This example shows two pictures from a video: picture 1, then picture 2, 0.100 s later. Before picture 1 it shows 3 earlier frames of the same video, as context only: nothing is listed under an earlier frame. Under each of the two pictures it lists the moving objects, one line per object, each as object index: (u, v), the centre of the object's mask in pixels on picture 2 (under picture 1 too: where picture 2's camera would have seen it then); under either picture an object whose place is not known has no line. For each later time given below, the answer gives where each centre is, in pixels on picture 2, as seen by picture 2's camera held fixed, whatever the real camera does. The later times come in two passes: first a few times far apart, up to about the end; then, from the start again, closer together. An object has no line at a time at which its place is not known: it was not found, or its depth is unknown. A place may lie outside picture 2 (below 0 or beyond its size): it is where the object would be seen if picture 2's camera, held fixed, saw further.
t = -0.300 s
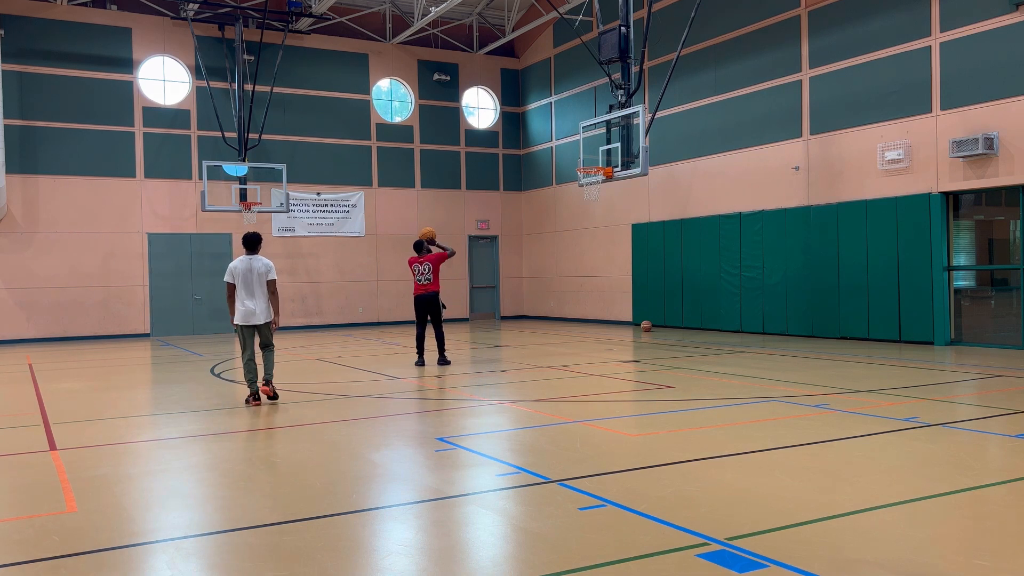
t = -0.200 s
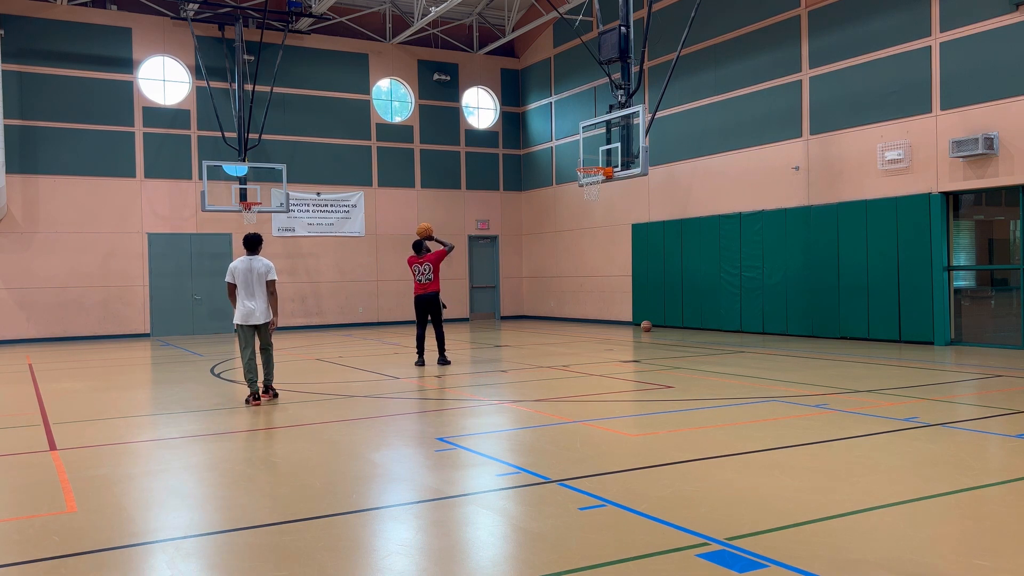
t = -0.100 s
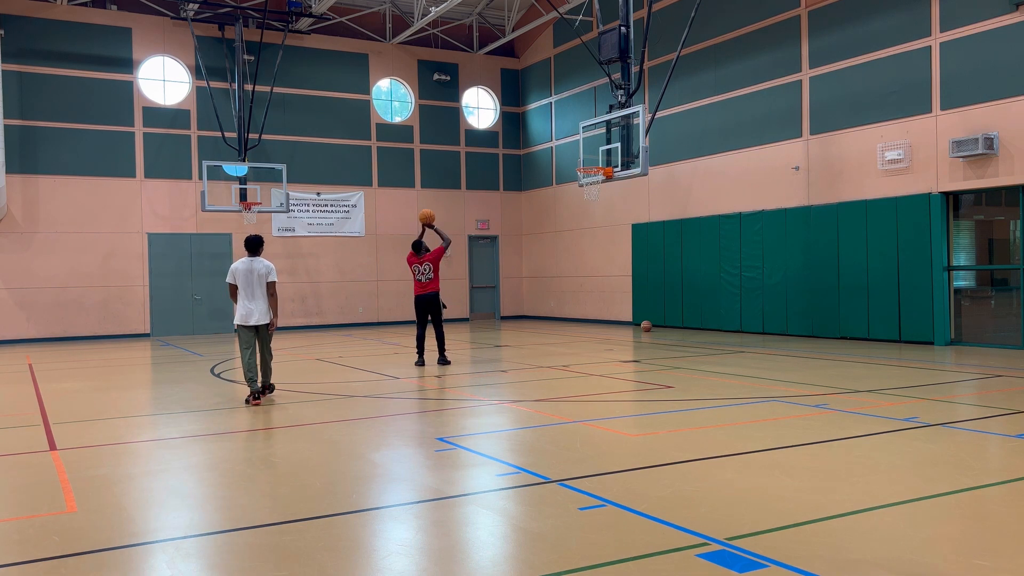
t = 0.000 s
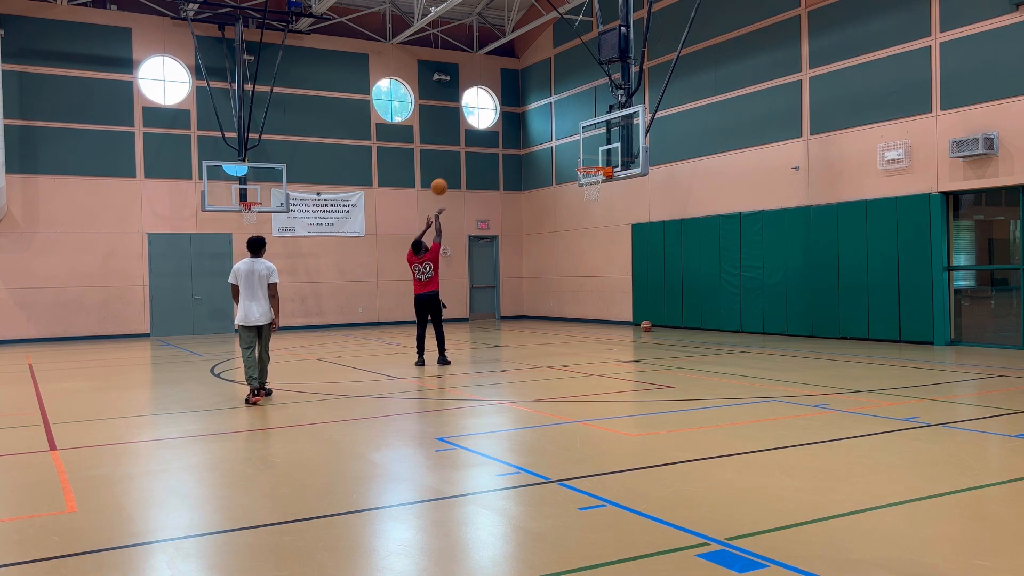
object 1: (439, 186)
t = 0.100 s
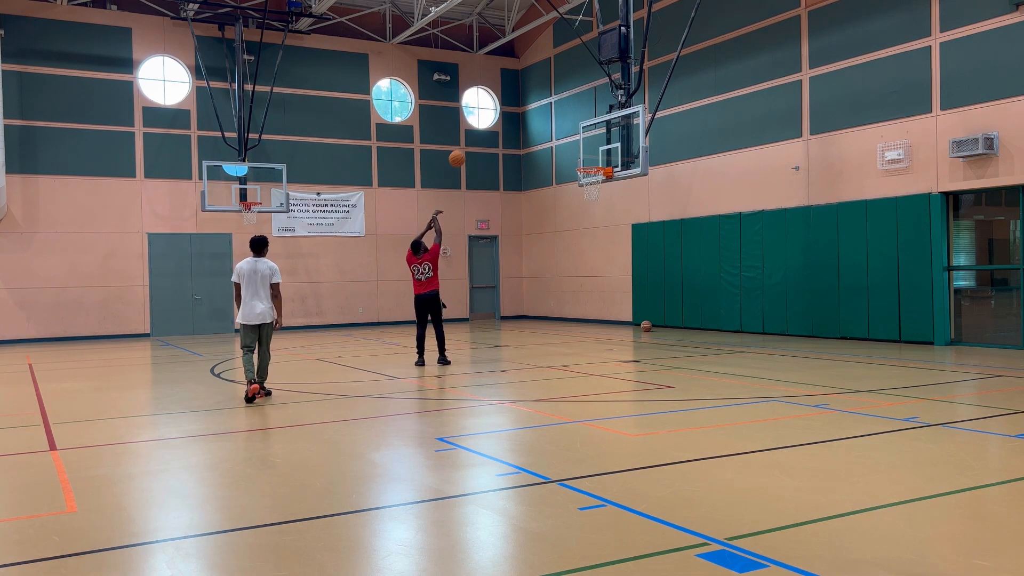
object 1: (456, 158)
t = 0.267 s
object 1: (486, 128)
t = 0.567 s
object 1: (536, 116)
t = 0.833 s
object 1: (578, 152)
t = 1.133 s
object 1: (606, 202)
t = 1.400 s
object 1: (618, 258)
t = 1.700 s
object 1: (628, 325)
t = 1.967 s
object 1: (619, 265)
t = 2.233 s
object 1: (610, 244)
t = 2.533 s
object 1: (601, 270)
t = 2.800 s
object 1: (594, 338)
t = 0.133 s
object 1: (462, 151)
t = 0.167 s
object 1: (469, 143)
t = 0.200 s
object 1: (474, 137)
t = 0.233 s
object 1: (480, 132)
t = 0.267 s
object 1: (486, 128)
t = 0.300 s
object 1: (492, 123)
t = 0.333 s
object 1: (498, 120)
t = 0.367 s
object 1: (504, 117)
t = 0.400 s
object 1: (509, 115)
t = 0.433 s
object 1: (514, 114)
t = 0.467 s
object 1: (520, 114)
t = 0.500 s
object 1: (525, 114)
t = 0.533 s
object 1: (530, 115)
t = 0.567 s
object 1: (536, 116)
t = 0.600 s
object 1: (541, 118)
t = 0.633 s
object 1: (546, 121)
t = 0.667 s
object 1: (552, 125)
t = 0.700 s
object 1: (557, 129)
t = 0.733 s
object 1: (562, 134)
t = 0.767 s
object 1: (568, 139)
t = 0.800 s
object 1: (573, 145)
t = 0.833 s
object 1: (578, 152)
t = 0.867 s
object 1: (583, 159)
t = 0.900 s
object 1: (587, 164)
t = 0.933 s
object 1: (591, 175)
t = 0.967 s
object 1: (597, 183)
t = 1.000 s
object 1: (600, 188)
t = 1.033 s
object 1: (602, 191)
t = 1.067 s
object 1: (603, 194)
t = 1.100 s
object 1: (605, 197)
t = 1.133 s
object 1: (606, 202)
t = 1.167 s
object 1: (608, 206)
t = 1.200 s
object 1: (609, 212)
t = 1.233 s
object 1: (611, 218)
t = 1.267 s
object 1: (612, 225)
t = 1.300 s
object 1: (614, 232)
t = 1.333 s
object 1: (615, 240)
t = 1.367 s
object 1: (617, 249)
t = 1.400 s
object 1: (618, 258)
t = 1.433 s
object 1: (619, 268)
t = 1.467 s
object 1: (621, 278)
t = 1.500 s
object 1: (623, 289)
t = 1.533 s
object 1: (625, 300)
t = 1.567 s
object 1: (626, 312)
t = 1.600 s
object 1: (628, 324)
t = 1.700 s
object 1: (628, 325)
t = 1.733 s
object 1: (627, 316)
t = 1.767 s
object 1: (625, 306)
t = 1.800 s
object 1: (624, 298)
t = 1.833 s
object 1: (623, 290)
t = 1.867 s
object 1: (622, 283)
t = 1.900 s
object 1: (621, 276)
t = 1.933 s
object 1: (620, 270)
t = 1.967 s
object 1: (619, 265)
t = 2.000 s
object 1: (618, 260)
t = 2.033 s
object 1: (617, 256)
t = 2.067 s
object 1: (616, 252)
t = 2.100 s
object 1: (614, 250)
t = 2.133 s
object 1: (613, 247)
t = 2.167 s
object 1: (612, 246)
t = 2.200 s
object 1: (611, 245)
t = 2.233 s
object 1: (610, 244)
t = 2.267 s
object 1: (609, 245)
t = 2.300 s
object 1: (608, 245)
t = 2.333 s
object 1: (607, 247)
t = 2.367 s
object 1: (606, 249)
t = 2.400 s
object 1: (605, 252)
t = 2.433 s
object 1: (604, 256)
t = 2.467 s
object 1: (603, 260)
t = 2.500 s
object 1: (602, 265)
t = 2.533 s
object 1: (601, 270)
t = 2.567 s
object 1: (600, 277)
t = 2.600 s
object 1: (599, 283)
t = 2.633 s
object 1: (598, 291)
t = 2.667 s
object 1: (597, 299)
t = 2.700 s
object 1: (596, 308)
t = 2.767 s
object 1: (595, 327)
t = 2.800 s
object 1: (594, 338)
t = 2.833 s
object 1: (593, 344)
